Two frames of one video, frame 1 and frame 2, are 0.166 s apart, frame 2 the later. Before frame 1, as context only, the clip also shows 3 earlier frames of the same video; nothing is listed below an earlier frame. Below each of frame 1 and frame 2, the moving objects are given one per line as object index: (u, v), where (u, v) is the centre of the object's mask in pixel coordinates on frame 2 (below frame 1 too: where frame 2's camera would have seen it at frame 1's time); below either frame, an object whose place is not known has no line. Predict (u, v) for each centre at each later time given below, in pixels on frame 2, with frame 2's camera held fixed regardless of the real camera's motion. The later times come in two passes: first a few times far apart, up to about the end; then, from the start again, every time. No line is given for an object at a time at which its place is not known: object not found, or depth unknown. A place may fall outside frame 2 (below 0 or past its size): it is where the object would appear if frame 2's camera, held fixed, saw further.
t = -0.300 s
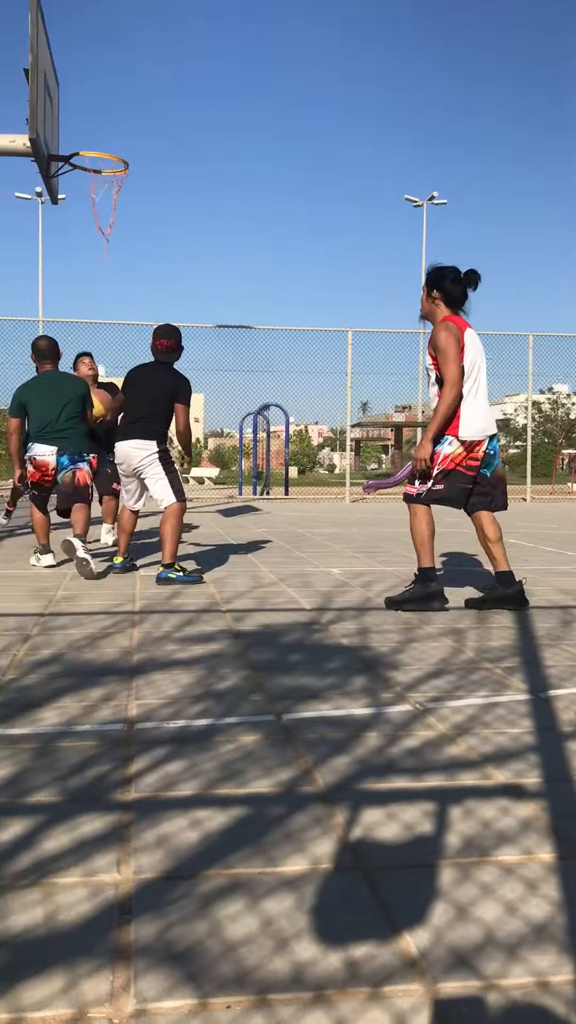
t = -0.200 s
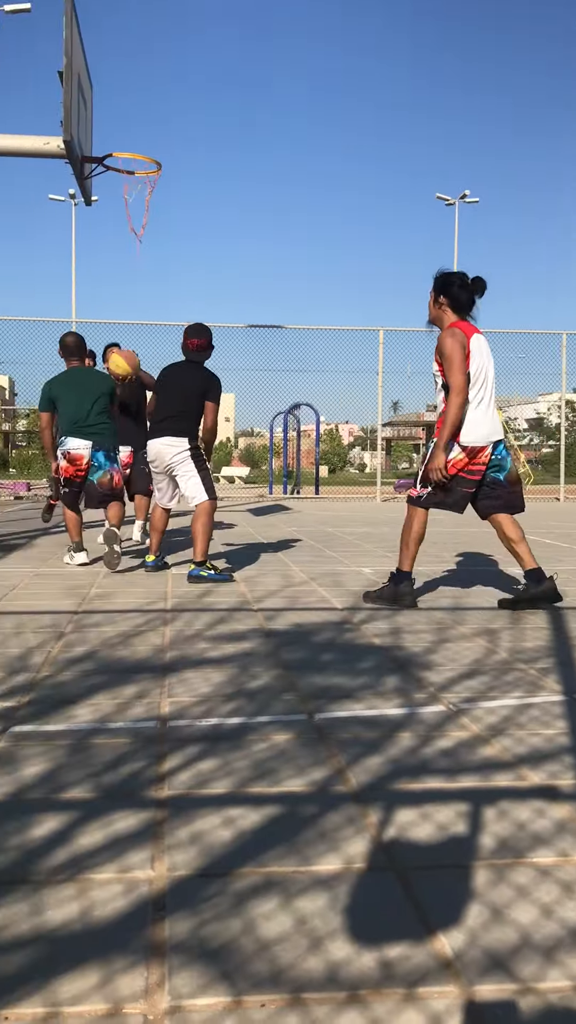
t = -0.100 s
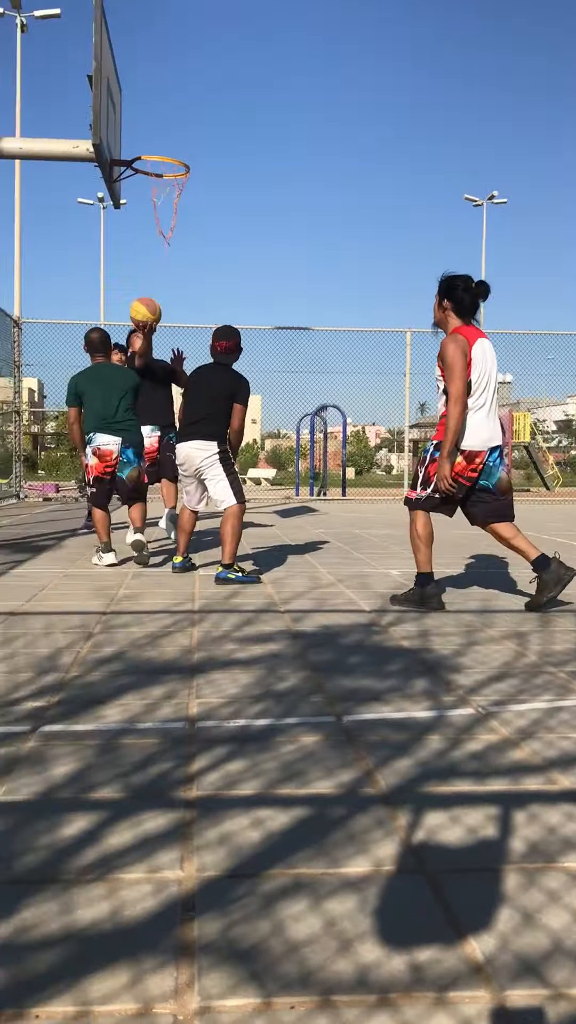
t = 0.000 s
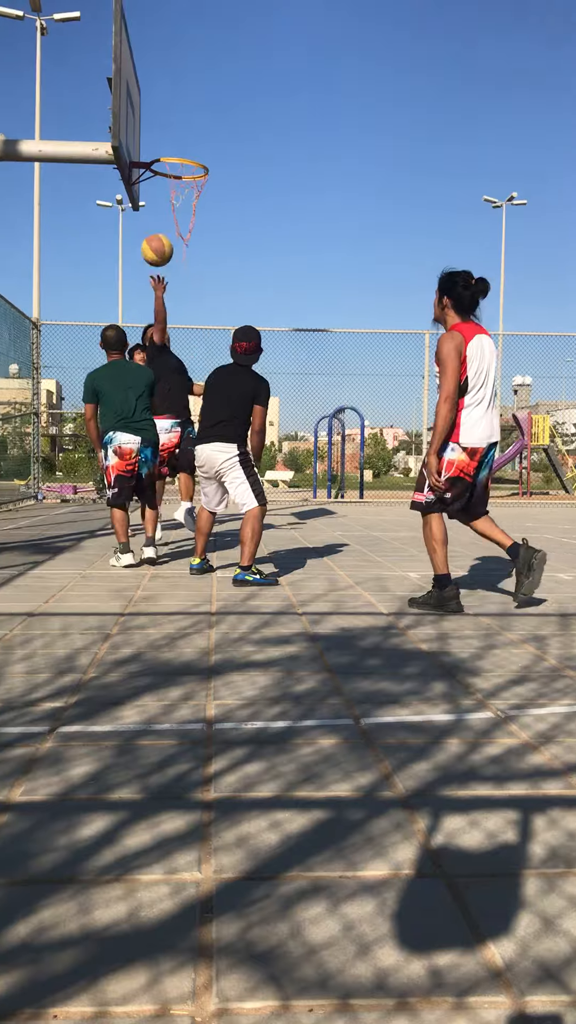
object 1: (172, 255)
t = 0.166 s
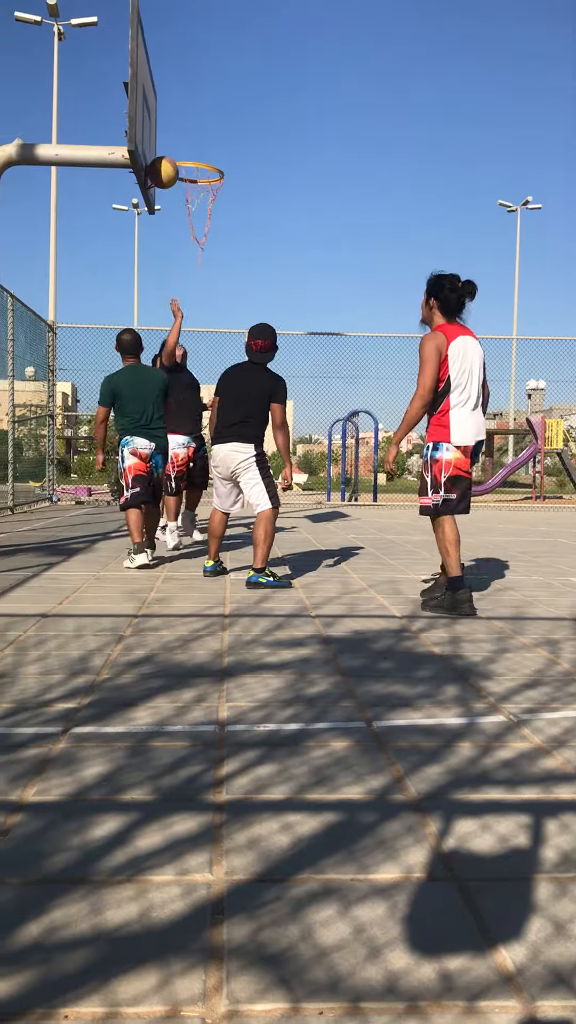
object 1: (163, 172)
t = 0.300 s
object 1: (158, 133)
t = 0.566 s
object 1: (175, 139)
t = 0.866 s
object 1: (205, 212)
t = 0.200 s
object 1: (160, 160)
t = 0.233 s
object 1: (158, 150)
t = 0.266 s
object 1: (156, 140)
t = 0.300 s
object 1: (158, 133)
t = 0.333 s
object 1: (160, 129)
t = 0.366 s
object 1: (162, 126)
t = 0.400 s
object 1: (164, 125)
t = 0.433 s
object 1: (166, 125)
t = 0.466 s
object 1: (168, 127)
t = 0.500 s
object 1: (170, 130)
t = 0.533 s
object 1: (173, 134)
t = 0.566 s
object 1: (175, 139)
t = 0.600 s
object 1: (177, 144)
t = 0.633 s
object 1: (180, 152)
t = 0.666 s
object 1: (184, 156)
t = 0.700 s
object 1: (188, 163)
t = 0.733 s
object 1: (192, 172)
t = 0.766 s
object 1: (195, 179)
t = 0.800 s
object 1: (199, 190)
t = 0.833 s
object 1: (202, 200)
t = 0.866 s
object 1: (205, 212)
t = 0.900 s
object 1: (208, 224)
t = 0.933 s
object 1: (210, 237)
